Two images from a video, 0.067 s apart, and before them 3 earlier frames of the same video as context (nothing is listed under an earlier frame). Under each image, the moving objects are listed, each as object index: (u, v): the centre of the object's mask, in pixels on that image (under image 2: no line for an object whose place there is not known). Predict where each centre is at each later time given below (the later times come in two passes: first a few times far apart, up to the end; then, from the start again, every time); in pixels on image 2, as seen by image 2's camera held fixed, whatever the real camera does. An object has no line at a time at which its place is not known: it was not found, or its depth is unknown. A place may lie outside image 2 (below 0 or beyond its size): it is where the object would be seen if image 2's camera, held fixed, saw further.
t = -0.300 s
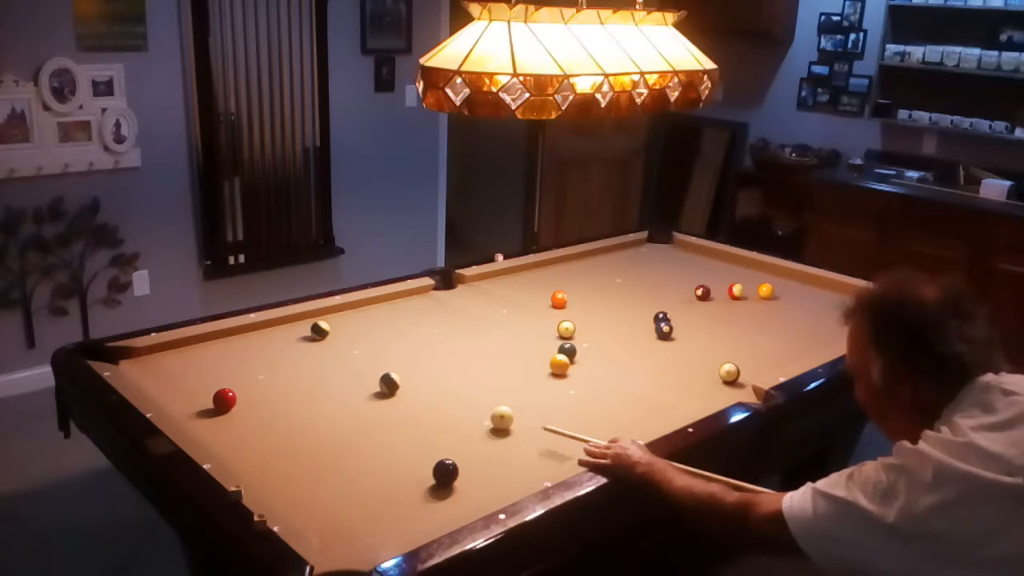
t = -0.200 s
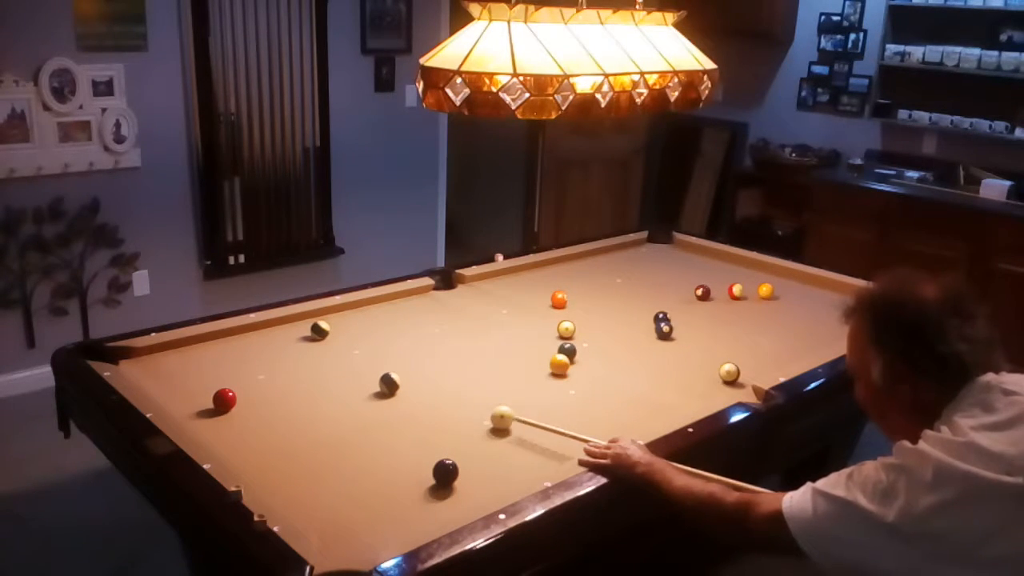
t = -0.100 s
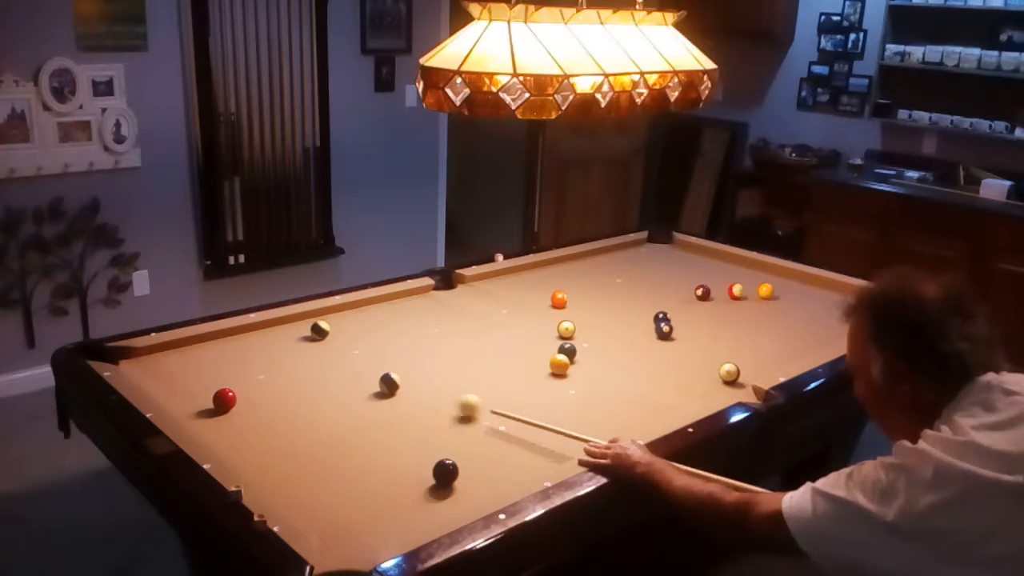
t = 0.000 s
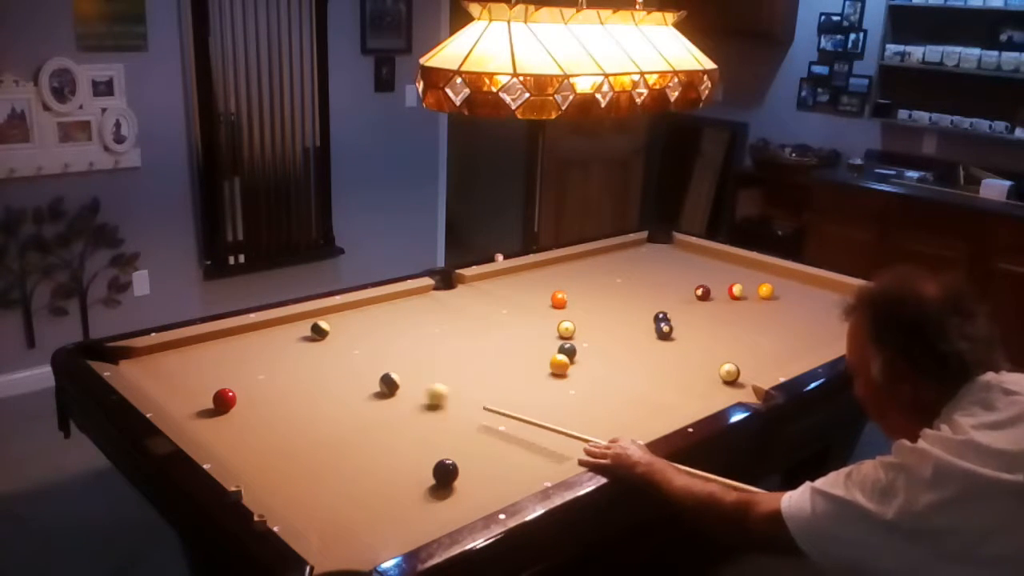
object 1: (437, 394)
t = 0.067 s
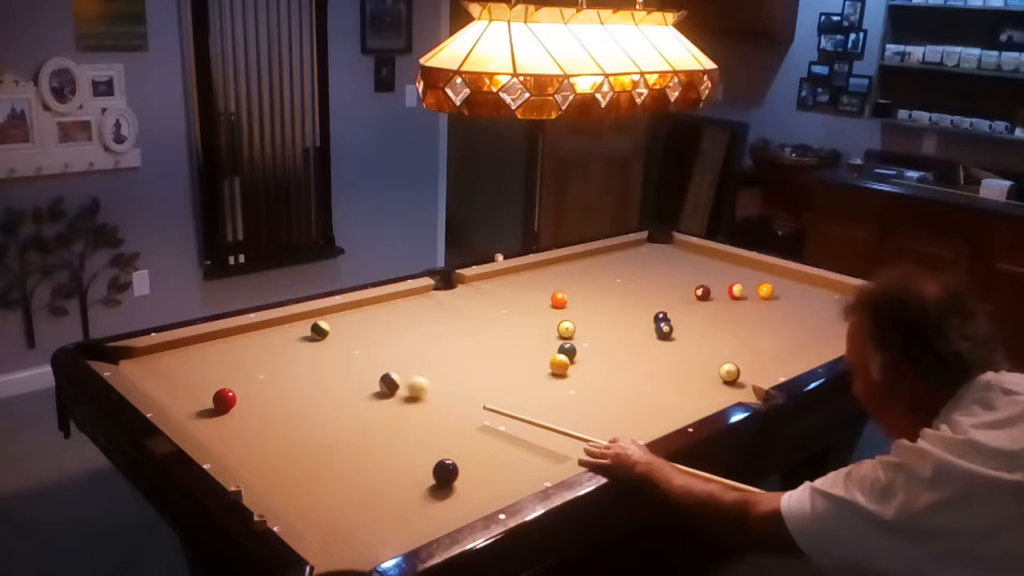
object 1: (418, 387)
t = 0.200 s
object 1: (408, 377)
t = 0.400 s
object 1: (398, 362)
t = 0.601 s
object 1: (389, 349)
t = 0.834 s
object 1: (380, 335)
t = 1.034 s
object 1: (373, 324)
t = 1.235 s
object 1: (366, 315)
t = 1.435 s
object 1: (361, 306)
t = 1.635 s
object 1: (371, 307)
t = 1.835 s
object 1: (381, 310)
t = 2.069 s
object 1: (394, 313)
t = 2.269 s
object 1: (403, 315)
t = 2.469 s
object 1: (412, 318)
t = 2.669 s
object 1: (420, 320)
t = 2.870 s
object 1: (427, 322)
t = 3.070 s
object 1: (434, 324)
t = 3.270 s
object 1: (439, 325)
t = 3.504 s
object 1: (444, 327)
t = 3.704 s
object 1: (448, 328)
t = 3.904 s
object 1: (451, 329)
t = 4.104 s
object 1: (453, 329)
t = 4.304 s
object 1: (455, 330)
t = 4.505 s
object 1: (455, 330)
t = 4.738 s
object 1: (455, 330)
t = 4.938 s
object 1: (455, 330)
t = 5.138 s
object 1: (455, 330)
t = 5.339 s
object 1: (455, 330)
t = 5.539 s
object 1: (455, 330)
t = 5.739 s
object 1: (455, 330)
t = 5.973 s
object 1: (455, 330)
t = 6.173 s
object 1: (455, 330)
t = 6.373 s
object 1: (455, 330)
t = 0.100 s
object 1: (411, 384)
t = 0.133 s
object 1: (411, 381)
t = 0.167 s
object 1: (410, 379)
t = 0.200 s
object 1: (408, 377)
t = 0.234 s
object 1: (406, 374)
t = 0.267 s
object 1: (405, 371)
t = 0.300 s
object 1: (403, 369)
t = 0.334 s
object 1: (401, 366)
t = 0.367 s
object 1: (400, 364)
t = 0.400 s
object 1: (398, 362)
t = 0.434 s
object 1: (397, 360)
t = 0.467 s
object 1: (395, 357)
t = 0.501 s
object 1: (394, 355)
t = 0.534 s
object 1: (392, 353)
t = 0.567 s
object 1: (391, 351)
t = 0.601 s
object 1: (389, 349)
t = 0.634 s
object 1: (388, 346)
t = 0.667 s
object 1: (387, 344)
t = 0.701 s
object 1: (386, 342)
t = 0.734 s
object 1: (384, 341)
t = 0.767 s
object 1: (383, 339)
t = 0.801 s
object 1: (382, 337)
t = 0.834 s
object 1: (380, 335)
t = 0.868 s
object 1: (379, 333)
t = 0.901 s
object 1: (377, 331)
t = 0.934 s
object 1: (376, 329)
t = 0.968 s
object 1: (375, 328)
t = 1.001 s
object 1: (374, 326)
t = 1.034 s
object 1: (373, 324)
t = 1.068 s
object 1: (372, 323)
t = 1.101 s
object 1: (371, 321)
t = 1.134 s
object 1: (370, 319)
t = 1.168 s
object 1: (368, 318)
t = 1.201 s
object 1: (367, 316)
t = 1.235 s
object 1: (366, 315)
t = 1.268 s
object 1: (365, 313)
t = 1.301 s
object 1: (364, 312)
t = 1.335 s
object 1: (363, 310)
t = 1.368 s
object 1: (362, 309)
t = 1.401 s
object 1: (361, 307)
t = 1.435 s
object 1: (361, 306)
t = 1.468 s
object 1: (361, 305)
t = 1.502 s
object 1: (362, 306)
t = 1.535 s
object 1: (365, 306)
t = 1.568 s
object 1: (367, 306)
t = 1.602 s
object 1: (368, 307)
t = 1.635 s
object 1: (371, 307)
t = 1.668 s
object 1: (372, 308)
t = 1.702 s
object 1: (374, 308)
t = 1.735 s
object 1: (376, 309)
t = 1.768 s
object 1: (378, 309)
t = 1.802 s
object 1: (379, 310)
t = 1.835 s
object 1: (381, 310)
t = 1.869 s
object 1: (384, 311)
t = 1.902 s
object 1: (385, 311)
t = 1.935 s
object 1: (387, 312)
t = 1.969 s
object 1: (389, 312)
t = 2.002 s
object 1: (390, 312)
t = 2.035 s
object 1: (392, 313)
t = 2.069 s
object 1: (394, 313)
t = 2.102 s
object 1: (395, 314)
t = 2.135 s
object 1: (397, 314)
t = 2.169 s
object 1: (399, 314)
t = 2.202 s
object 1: (400, 315)
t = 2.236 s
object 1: (402, 315)
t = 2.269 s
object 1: (403, 315)
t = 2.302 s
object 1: (405, 316)
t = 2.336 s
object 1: (407, 316)
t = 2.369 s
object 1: (408, 317)
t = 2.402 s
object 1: (410, 317)
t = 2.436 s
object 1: (411, 317)
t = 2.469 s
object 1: (412, 318)
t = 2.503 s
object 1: (414, 318)
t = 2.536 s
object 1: (415, 319)
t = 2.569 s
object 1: (417, 319)
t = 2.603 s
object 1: (418, 319)
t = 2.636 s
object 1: (419, 319)
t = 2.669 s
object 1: (420, 320)
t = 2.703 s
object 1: (422, 320)
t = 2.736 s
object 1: (422, 321)
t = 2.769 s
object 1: (424, 321)
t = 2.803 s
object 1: (425, 321)
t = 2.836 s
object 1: (426, 322)
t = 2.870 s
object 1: (427, 322)
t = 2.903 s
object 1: (428, 322)
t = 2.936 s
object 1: (429, 322)
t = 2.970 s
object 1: (430, 323)
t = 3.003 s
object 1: (431, 323)
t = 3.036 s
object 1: (433, 323)
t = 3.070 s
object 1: (434, 324)
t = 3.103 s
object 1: (435, 324)
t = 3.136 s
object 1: (436, 324)
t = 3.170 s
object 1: (436, 325)
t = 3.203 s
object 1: (437, 325)
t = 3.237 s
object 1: (438, 325)
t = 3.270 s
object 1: (439, 325)
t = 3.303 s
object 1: (440, 325)
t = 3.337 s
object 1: (441, 326)
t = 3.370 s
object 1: (441, 326)
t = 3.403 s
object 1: (442, 326)
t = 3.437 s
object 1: (443, 326)
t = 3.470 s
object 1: (444, 326)
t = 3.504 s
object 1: (444, 327)
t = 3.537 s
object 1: (445, 327)
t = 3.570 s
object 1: (446, 327)
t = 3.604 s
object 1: (446, 327)
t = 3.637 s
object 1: (447, 328)
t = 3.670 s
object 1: (447, 328)
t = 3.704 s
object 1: (448, 328)
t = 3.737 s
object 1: (448, 328)
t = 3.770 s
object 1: (449, 328)
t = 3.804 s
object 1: (450, 328)
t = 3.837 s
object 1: (450, 328)
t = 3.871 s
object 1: (451, 329)
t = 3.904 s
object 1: (451, 329)
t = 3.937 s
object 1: (451, 329)
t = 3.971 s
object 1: (452, 329)
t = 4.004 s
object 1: (452, 329)
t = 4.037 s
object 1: (453, 329)
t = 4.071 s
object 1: (453, 329)
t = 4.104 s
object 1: (453, 329)
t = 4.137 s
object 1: (453, 329)
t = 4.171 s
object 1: (454, 329)
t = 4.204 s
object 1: (454, 329)
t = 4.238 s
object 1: (454, 330)
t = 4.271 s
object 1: (454, 330)
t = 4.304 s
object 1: (455, 330)
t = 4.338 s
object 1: (455, 330)
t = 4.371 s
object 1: (455, 330)
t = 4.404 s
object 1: (455, 330)
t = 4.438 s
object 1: (455, 330)
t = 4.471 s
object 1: (455, 330)
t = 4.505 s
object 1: (455, 330)
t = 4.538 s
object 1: (455, 330)
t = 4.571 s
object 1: (455, 330)
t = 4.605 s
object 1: (455, 330)
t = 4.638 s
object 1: (455, 330)
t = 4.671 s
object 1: (455, 330)
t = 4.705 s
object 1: (455, 330)
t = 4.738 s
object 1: (455, 330)
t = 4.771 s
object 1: (455, 330)
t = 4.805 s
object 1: (455, 330)
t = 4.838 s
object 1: (455, 330)
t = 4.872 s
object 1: (455, 330)
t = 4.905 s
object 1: (455, 330)
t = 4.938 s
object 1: (455, 330)
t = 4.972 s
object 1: (455, 330)
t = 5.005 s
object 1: (455, 330)
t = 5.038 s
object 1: (455, 330)
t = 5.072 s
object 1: (455, 330)
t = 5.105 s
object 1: (455, 330)
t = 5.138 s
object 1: (455, 330)
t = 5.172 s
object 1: (455, 330)
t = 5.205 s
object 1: (455, 330)
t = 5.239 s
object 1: (455, 330)
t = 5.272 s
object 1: (455, 330)
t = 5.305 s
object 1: (455, 330)
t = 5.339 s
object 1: (455, 330)
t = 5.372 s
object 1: (455, 330)
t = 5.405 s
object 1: (455, 330)
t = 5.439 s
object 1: (455, 330)
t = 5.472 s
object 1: (455, 330)
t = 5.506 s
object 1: (455, 330)
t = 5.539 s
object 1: (455, 330)
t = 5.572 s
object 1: (455, 330)
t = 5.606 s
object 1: (455, 330)
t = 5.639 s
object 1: (455, 330)
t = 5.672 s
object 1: (455, 330)
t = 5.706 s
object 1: (455, 330)
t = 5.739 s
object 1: (455, 330)
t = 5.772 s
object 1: (455, 330)
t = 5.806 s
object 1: (455, 330)
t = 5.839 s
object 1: (455, 330)
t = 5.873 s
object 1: (455, 330)
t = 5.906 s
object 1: (455, 330)
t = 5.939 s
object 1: (455, 330)
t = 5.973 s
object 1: (455, 330)
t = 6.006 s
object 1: (455, 330)
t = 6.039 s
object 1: (455, 330)
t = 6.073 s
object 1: (455, 330)
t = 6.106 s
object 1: (455, 330)
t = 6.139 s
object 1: (455, 330)
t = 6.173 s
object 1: (455, 330)
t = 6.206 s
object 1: (455, 330)
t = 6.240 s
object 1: (455, 330)
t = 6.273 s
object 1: (455, 330)
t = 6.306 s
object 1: (455, 330)
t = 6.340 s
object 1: (454, 330)
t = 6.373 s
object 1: (455, 330)
